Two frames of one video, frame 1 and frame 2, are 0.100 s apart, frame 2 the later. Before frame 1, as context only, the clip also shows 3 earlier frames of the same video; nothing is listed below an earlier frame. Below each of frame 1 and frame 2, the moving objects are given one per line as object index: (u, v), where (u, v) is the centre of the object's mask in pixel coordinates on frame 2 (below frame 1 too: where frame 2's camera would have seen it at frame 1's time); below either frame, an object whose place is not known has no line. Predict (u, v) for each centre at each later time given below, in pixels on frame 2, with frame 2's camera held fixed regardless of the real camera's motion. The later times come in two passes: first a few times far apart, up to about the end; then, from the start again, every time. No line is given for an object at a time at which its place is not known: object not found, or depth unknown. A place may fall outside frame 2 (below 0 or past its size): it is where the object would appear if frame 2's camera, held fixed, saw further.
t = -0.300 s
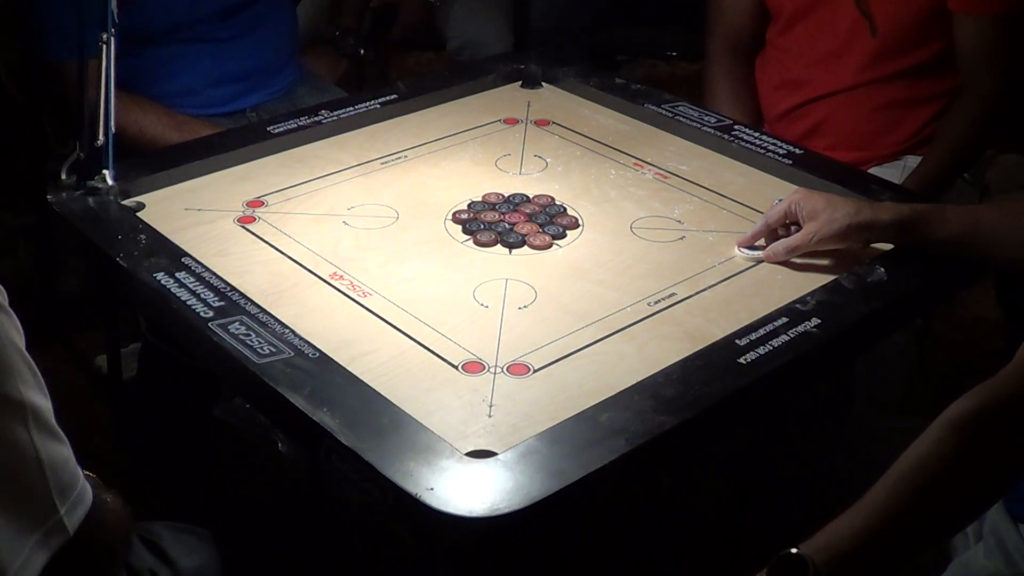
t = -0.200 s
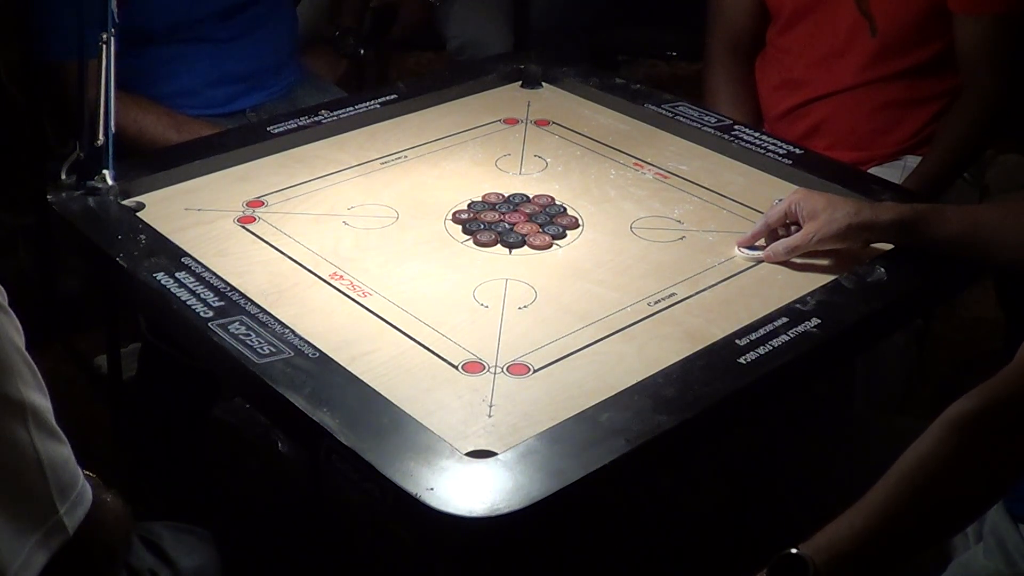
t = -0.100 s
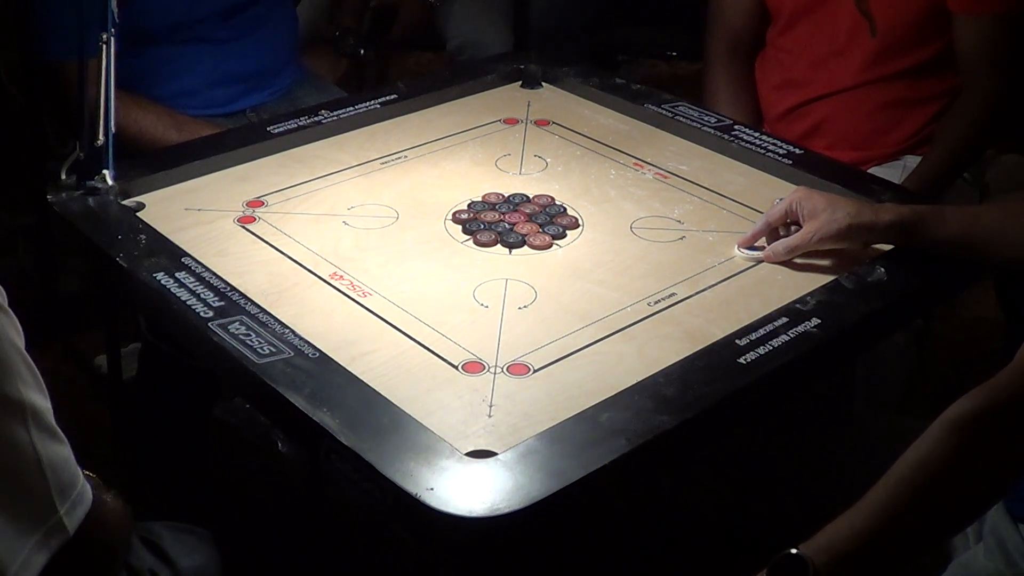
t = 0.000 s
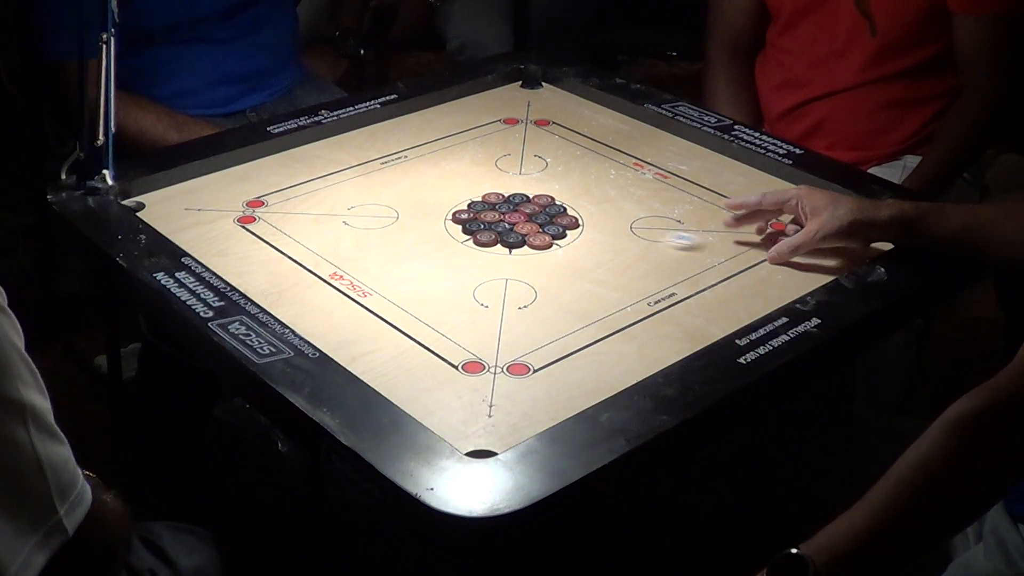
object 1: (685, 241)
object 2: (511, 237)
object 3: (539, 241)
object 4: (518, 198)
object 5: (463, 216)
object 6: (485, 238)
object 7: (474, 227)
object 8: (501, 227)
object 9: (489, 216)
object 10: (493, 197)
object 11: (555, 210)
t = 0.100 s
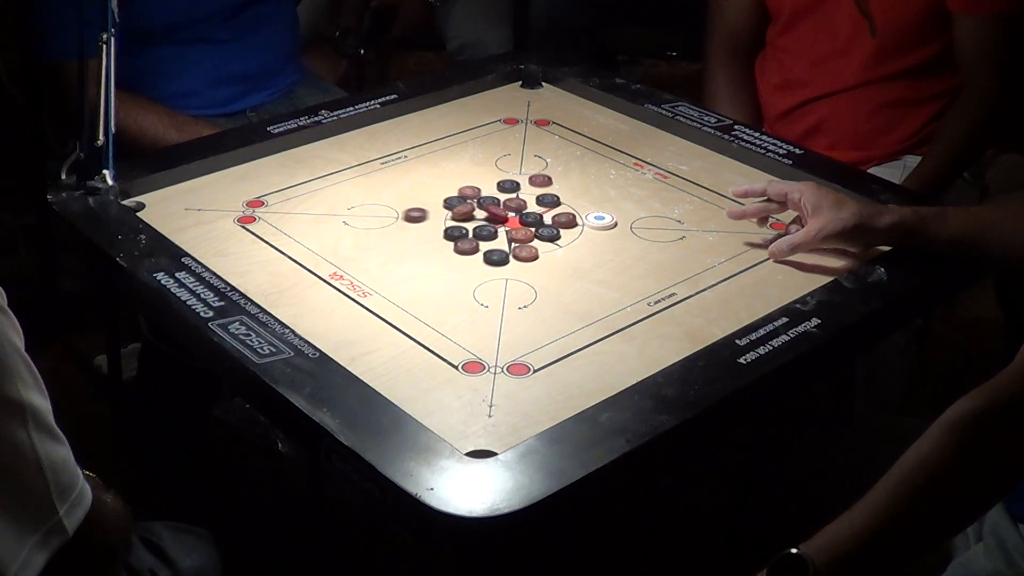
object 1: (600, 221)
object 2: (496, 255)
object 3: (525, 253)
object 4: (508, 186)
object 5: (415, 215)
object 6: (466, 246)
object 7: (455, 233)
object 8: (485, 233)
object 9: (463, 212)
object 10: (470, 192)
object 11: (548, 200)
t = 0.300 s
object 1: (609, 210)
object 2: (453, 301)
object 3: (494, 279)
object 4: (485, 152)
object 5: (290, 210)
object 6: (425, 263)
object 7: (423, 243)
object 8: (459, 240)
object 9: (398, 205)
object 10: (414, 177)
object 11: (532, 175)
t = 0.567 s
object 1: (606, 207)
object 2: (435, 319)
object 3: (489, 282)
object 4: (477, 136)
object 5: (213, 207)
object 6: (419, 265)
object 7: (422, 244)
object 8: (459, 240)
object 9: (377, 202)
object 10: (400, 173)
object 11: (528, 168)
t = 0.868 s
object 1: (606, 206)
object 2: (435, 319)
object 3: (489, 282)
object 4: (477, 136)
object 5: (208, 207)
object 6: (419, 265)
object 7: (422, 244)
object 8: (459, 240)
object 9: (377, 202)
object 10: (400, 173)
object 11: (528, 168)
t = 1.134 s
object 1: (606, 207)
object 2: (435, 319)
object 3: (489, 282)
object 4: (477, 136)
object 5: (208, 207)
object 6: (419, 265)
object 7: (423, 244)
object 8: (459, 240)
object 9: (377, 202)
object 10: (400, 173)
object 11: (528, 168)
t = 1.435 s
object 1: (606, 207)
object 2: (435, 319)
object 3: (489, 282)
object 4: (477, 136)
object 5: (208, 207)
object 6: (419, 266)
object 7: (422, 244)
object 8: (459, 240)
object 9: (377, 202)
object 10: (400, 173)
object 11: (528, 168)
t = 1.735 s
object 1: (606, 207)
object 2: (435, 319)
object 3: (489, 282)
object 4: (477, 136)
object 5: (208, 207)
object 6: (419, 266)
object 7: (422, 244)
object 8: (459, 240)
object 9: (377, 202)
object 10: (400, 173)
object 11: (528, 168)
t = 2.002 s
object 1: (606, 207)
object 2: (435, 319)
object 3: (489, 282)
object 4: (477, 136)
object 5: (208, 207)
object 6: (419, 265)
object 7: (423, 244)
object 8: (459, 240)
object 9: (377, 202)
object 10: (400, 173)
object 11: (528, 168)
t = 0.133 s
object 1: (602, 218)
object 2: (487, 264)
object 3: (518, 259)
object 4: (503, 179)
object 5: (390, 214)
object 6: (456, 250)
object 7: (447, 236)
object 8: (477, 235)
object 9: (449, 212)
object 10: (457, 189)
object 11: (545, 195)
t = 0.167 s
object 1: (604, 216)
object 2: (479, 273)
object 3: (512, 264)
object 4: (499, 172)
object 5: (367, 213)
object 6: (448, 254)
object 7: (439, 238)
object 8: (471, 236)
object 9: (437, 210)
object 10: (446, 186)
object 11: (542, 190)
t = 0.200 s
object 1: (606, 214)
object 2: (471, 281)
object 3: (506, 269)
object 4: (495, 166)
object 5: (345, 212)
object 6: (441, 257)
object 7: (433, 240)
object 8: (466, 237)
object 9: (425, 209)
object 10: (436, 183)
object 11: (539, 185)
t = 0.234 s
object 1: (607, 212)
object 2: (464, 288)
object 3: (501, 273)
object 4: (491, 161)
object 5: (325, 211)
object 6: (434, 259)
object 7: (428, 242)
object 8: (462, 239)
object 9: (415, 208)
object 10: (428, 181)
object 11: (536, 181)
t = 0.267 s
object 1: (609, 211)
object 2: (458, 295)
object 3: (497, 276)
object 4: (488, 156)
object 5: (306, 211)
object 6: (429, 261)
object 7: (425, 243)
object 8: (460, 239)
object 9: (406, 206)
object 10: (420, 178)
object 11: (534, 178)
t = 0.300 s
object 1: (609, 210)
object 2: (453, 301)
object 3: (494, 279)
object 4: (485, 152)
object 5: (290, 210)
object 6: (425, 263)
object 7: (423, 243)
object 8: (459, 240)
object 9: (398, 205)
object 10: (414, 177)
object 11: (532, 175)
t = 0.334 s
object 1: (610, 210)
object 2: (448, 306)
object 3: (491, 281)
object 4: (483, 148)
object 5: (275, 210)
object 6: (422, 264)
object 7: (422, 244)
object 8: (459, 240)
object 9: (391, 204)
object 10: (409, 176)
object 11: (531, 173)
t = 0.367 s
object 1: (609, 209)
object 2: (444, 310)
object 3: (490, 282)
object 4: (481, 145)
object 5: (261, 210)
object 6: (420, 265)
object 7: (422, 244)
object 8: (459, 240)
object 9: (386, 203)
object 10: (405, 175)
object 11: (530, 171)
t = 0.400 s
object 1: (609, 208)
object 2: (440, 314)
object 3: (489, 282)
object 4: (479, 142)
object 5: (248, 209)
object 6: (419, 265)
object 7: (422, 244)
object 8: (459, 240)
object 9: (382, 203)
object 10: (402, 174)
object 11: (529, 170)
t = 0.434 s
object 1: (608, 208)
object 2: (438, 316)
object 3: (489, 282)
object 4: (478, 140)
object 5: (239, 208)
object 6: (419, 265)
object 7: (422, 244)
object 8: (459, 240)
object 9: (379, 202)
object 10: (401, 173)
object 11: (529, 169)
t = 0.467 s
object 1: (607, 207)
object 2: (436, 318)
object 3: (489, 282)
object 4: (477, 138)
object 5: (230, 208)
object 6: (419, 265)
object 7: (422, 244)
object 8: (459, 240)
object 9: (377, 202)
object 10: (400, 173)
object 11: (528, 168)
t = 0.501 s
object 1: (607, 207)
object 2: (435, 319)
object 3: (489, 282)
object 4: (477, 137)
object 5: (223, 208)
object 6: (419, 265)
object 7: (423, 244)
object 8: (459, 240)
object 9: (377, 202)
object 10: (400, 173)
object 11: (528, 168)
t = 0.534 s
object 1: (606, 207)
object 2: (435, 319)
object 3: (489, 282)
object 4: (477, 136)
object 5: (217, 208)
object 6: (419, 265)
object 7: (422, 244)
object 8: (459, 240)
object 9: (377, 202)
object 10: (400, 173)
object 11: (528, 168)
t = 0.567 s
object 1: (606, 207)
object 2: (435, 319)
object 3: (489, 282)
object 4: (477, 136)
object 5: (213, 207)
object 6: (419, 265)
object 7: (422, 244)
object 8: (459, 240)
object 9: (377, 202)
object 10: (400, 173)
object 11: (528, 168)
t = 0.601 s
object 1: (606, 207)
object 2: (435, 319)
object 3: (489, 282)
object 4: (477, 136)
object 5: (210, 207)
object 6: (419, 266)
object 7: (423, 244)
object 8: (459, 240)
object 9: (377, 202)
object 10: (400, 173)
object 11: (528, 168)
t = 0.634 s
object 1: (606, 207)
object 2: (435, 319)
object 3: (489, 282)
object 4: (477, 136)
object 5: (209, 207)
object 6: (419, 265)
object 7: (423, 244)
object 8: (459, 240)
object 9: (377, 202)
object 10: (400, 173)
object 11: (528, 168)
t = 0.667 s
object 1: (606, 207)
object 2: (435, 319)
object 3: (489, 282)
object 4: (477, 136)
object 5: (208, 207)
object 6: (419, 265)
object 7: (422, 244)
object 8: (459, 240)
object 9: (377, 202)
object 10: (400, 173)
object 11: (528, 168)
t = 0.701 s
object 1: (606, 207)
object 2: (435, 319)
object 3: (489, 282)
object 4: (477, 136)
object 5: (208, 207)
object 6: (419, 265)
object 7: (422, 244)
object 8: (459, 240)
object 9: (377, 202)
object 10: (400, 173)
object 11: (528, 168)
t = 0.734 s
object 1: (606, 207)
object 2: (435, 319)
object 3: (489, 282)
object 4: (477, 136)
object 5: (208, 207)
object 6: (419, 265)
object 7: (422, 244)
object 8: (459, 240)
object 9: (377, 202)
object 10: (400, 173)
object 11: (528, 168)
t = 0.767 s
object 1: (606, 206)
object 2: (435, 319)
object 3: (489, 282)
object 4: (477, 136)
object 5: (208, 207)
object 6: (419, 265)
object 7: (422, 244)
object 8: (459, 240)
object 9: (377, 202)
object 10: (400, 173)
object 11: (528, 168)
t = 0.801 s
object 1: (606, 207)
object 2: (435, 319)
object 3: (489, 282)
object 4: (477, 136)
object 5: (208, 207)
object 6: (419, 265)
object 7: (422, 244)
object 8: (459, 240)
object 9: (377, 202)
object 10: (400, 173)
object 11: (528, 168)
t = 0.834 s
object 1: (606, 207)
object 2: (435, 319)
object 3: (489, 282)
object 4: (477, 136)
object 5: (208, 207)
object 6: (419, 265)
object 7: (422, 244)
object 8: (459, 240)
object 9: (377, 202)
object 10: (400, 173)
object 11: (528, 168)
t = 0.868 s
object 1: (606, 206)
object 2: (435, 319)
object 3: (489, 282)
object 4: (477, 136)
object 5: (208, 207)
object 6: (419, 265)
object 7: (422, 244)
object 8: (459, 240)
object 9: (377, 202)
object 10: (400, 173)
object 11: (528, 168)
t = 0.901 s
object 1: (606, 207)
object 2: (435, 319)
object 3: (489, 282)
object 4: (477, 136)
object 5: (208, 207)
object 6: (419, 265)
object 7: (423, 244)
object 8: (459, 240)
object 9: (377, 202)
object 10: (400, 173)
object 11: (528, 168)
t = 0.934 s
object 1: (606, 206)
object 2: (435, 319)
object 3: (489, 282)
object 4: (477, 136)
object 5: (208, 207)
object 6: (419, 265)
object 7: (423, 244)
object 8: (459, 240)
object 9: (377, 202)
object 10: (400, 173)
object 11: (528, 168)
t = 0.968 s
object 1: (606, 207)
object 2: (435, 319)
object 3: (489, 282)
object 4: (477, 136)
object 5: (208, 207)
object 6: (419, 265)
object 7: (423, 244)
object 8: (459, 240)
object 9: (377, 202)
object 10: (400, 173)
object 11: (528, 168)
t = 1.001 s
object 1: (606, 207)
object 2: (435, 319)
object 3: (489, 282)
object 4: (477, 136)
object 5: (208, 207)
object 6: (419, 265)
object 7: (423, 244)
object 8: (459, 240)
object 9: (377, 202)
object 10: (400, 173)
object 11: (528, 168)
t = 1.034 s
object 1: (606, 207)
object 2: (435, 319)
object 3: (489, 282)
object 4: (477, 136)
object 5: (208, 207)
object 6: (419, 265)
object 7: (423, 244)
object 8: (459, 240)
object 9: (377, 202)
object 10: (400, 173)
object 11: (528, 168)
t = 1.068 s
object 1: (606, 207)
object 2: (435, 319)
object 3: (489, 282)
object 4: (477, 136)
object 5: (208, 207)
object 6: (419, 265)
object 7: (423, 244)
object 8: (459, 240)
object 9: (377, 202)
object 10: (400, 173)
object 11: (528, 168)
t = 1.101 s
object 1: (606, 207)
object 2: (435, 319)
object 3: (489, 282)
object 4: (477, 136)
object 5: (208, 207)
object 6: (419, 265)
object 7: (423, 244)
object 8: (459, 240)
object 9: (377, 202)
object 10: (400, 173)
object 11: (528, 168)
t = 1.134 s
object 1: (606, 207)
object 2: (435, 319)
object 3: (489, 282)
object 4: (477, 136)
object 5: (208, 207)
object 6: (419, 265)
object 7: (423, 244)
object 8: (459, 240)
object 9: (377, 202)
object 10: (400, 173)
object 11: (528, 168)
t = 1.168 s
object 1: (606, 207)
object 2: (435, 319)
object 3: (489, 282)
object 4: (477, 136)
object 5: (208, 207)
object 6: (419, 265)
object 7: (423, 244)
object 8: (459, 240)
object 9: (377, 202)
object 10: (400, 173)
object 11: (528, 168)
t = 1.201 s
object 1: (606, 207)
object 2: (435, 319)
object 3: (489, 282)
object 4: (477, 136)
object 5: (208, 207)
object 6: (419, 265)
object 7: (423, 244)
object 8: (459, 240)
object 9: (377, 202)
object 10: (400, 173)
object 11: (528, 168)
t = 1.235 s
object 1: (606, 207)
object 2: (435, 319)
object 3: (489, 282)
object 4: (477, 136)
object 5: (208, 207)
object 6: (419, 265)
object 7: (423, 244)
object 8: (459, 240)
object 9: (377, 202)
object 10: (400, 173)
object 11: (528, 168)
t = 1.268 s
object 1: (606, 207)
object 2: (435, 319)
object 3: (489, 282)
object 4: (477, 136)
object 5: (208, 207)
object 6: (419, 265)
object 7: (422, 244)
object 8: (459, 240)
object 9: (377, 202)
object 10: (400, 173)
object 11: (528, 168)
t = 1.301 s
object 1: (606, 207)
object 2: (435, 319)
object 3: (489, 282)
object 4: (477, 136)
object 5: (208, 207)
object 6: (419, 265)
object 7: (423, 244)
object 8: (459, 240)
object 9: (377, 202)
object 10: (400, 173)
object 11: (528, 168)
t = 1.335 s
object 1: (606, 207)
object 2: (435, 319)
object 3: (489, 282)
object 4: (477, 136)
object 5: (208, 207)
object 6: (419, 265)
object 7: (423, 244)
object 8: (459, 240)
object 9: (377, 202)
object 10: (400, 173)
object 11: (528, 168)
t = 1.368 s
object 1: (606, 207)
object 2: (435, 319)
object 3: (489, 282)
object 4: (477, 136)
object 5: (208, 207)
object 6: (419, 265)
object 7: (422, 244)
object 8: (459, 240)
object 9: (377, 202)
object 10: (400, 173)
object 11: (528, 168)
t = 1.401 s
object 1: (606, 207)
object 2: (435, 319)
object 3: (489, 282)
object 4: (477, 136)
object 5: (208, 207)
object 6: (419, 265)
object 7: (423, 244)
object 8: (459, 240)
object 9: (377, 202)
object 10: (400, 173)
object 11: (528, 168)
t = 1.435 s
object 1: (606, 207)
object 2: (435, 319)
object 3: (489, 282)
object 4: (477, 136)
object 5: (208, 207)
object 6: (419, 266)
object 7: (422, 244)
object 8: (459, 240)
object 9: (377, 202)
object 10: (400, 173)
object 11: (528, 168)
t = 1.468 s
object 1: (606, 207)
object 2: (435, 319)
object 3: (489, 282)
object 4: (477, 136)
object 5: (208, 207)
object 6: (419, 265)
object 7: (422, 244)
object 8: (459, 240)
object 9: (377, 202)
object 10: (400, 173)
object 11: (528, 168)
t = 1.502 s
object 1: (606, 207)
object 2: (435, 319)
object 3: (489, 282)
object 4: (477, 136)
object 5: (208, 207)
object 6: (419, 265)
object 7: (423, 244)
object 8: (459, 240)
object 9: (377, 202)
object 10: (400, 173)
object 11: (528, 168)
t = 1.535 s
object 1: (606, 207)
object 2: (435, 319)
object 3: (489, 282)
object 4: (477, 136)
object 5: (208, 207)
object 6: (419, 265)
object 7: (422, 244)
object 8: (459, 240)
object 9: (377, 202)
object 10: (400, 173)
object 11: (528, 168)
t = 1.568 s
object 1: (606, 207)
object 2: (435, 319)
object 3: (489, 282)
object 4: (477, 136)
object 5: (208, 207)
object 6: (419, 265)
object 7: (422, 244)
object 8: (459, 240)
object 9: (377, 202)
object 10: (400, 173)
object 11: (528, 168)
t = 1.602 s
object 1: (606, 207)
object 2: (435, 319)
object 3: (489, 282)
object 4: (477, 136)
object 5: (208, 207)
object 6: (419, 265)
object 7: (422, 244)
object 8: (459, 240)
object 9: (377, 202)
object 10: (400, 173)
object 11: (528, 168)
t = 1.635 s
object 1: (606, 207)
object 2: (435, 319)
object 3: (489, 282)
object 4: (477, 136)
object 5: (208, 207)
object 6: (419, 266)
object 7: (423, 244)
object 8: (459, 240)
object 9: (377, 202)
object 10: (400, 173)
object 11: (528, 168)
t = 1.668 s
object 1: (606, 207)
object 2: (435, 319)
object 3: (489, 282)
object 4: (477, 136)
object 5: (208, 207)
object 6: (419, 266)
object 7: (423, 244)
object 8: (459, 240)
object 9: (377, 202)
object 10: (400, 173)
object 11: (528, 168)
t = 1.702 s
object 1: (606, 207)
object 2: (435, 319)
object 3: (489, 282)
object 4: (477, 136)
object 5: (208, 207)
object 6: (419, 266)
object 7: (422, 244)
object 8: (459, 240)
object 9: (377, 202)
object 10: (400, 173)
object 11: (528, 168)
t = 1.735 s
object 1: (606, 207)
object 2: (435, 319)
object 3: (489, 282)
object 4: (477, 136)
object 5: (208, 207)
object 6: (419, 266)
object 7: (422, 244)
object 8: (459, 240)
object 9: (377, 202)
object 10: (400, 173)
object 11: (528, 168)
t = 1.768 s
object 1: (606, 207)
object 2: (435, 319)
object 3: (489, 282)
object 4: (477, 136)
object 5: (208, 207)
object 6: (419, 265)
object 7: (422, 244)
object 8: (459, 240)
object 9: (377, 202)
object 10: (400, 173)
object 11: (528, 168)
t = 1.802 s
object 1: (606, 207)
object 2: (435, 319)
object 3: (489, 282)
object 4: (477, 137)
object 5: (208, 207)
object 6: (419, 265)
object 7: (422, 244)
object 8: (459, 240)
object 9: (377, 202)
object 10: (400, 173)
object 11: (528, 168)
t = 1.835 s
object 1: (606, 207)
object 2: (435, 319)
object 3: (489, 282)
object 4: (477, 136)
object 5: (208, 207)
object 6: (419, 266)
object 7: (423, 244)
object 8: (458, 240)
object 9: (377, 202)
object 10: (400, 173)
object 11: (528, 168)
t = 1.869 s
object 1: (606, 207)
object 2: (435, 319)
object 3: (489, 282)
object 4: (477, 136)
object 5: (208, 207)
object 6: (419, 266)
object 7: (423, 244)
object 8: (459, 240)
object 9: (377, 202)
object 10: (400, 173)
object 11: (528, 168)
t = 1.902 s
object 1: (606, 207)
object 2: (435, 319)
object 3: (489, 282)
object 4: (477, 136)
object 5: (208, 207)
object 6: (419, 266)
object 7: (423, 244)
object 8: (459, 240)
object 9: (377, 202)
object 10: (400, 173)
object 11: (528, 168)
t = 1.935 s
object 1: (606, 207)
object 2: (435, 319)
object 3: (489, 282)
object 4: (477, 136)
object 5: (208, 207)
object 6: (419, 265)
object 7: (423, 244)
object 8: (459, 240)
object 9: (377, 202)
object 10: (400, 173)
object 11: (528, 168)
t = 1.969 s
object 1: (606, 207)
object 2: (435, 319)
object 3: (489, 282)
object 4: (477, 136)
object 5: (208, 207)
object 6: (419, 265)
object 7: (423, 244)
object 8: (459, 240)
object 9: (377, 202)
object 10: (400, 173)
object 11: (528, 168)
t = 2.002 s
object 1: (606, 207)
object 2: (435, 319)
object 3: (489, 282)
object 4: (477, 136)
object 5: (208, 207)
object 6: (419, 265)
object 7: (423, 244)
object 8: (459, 240)
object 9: (377, 202)
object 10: (400, 173)
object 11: (528, 168)
